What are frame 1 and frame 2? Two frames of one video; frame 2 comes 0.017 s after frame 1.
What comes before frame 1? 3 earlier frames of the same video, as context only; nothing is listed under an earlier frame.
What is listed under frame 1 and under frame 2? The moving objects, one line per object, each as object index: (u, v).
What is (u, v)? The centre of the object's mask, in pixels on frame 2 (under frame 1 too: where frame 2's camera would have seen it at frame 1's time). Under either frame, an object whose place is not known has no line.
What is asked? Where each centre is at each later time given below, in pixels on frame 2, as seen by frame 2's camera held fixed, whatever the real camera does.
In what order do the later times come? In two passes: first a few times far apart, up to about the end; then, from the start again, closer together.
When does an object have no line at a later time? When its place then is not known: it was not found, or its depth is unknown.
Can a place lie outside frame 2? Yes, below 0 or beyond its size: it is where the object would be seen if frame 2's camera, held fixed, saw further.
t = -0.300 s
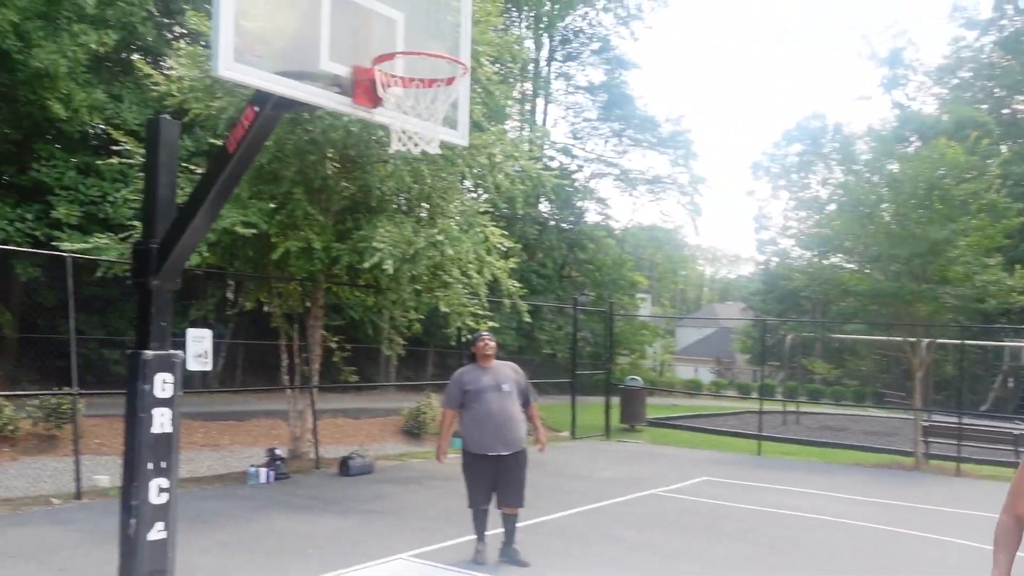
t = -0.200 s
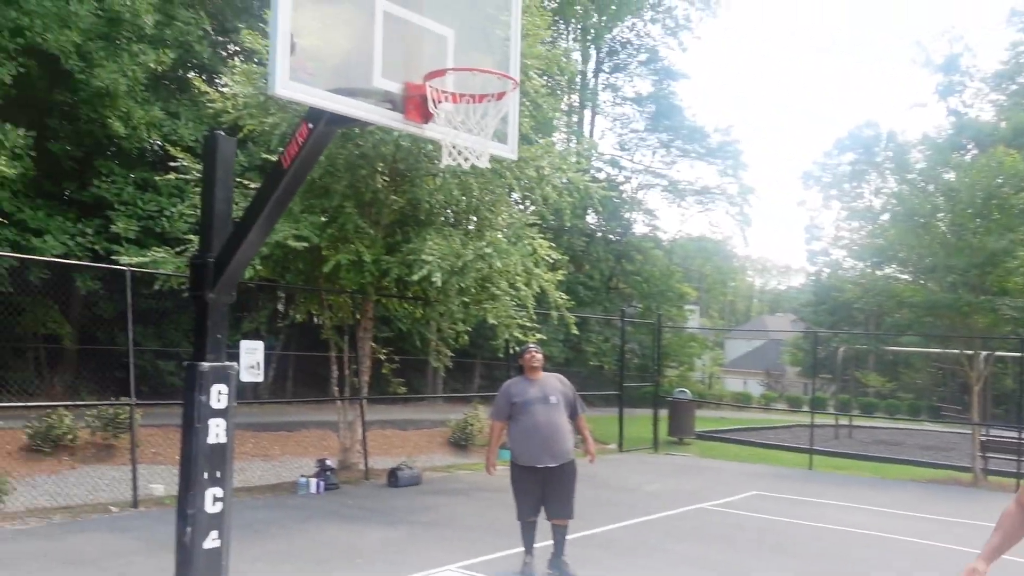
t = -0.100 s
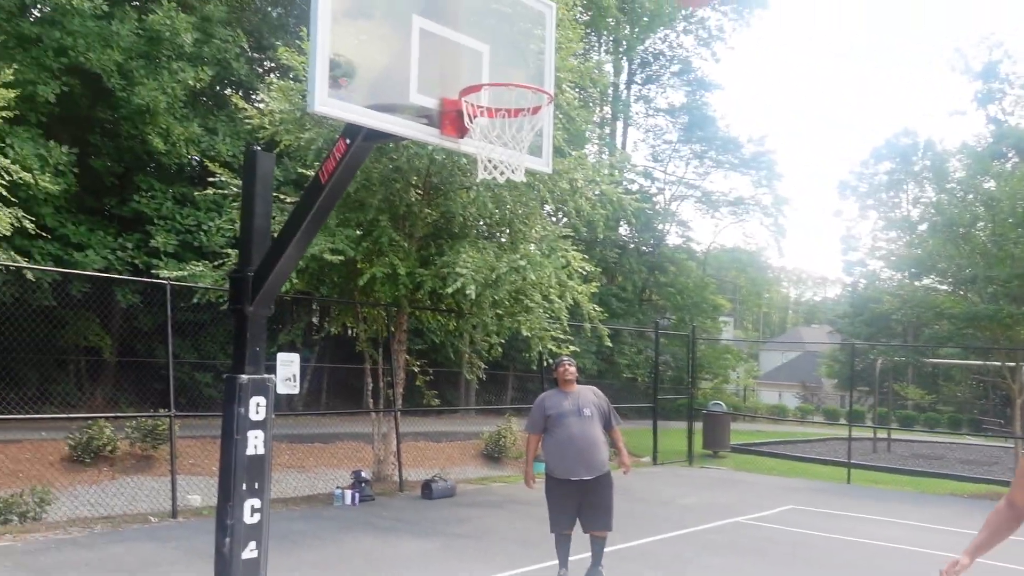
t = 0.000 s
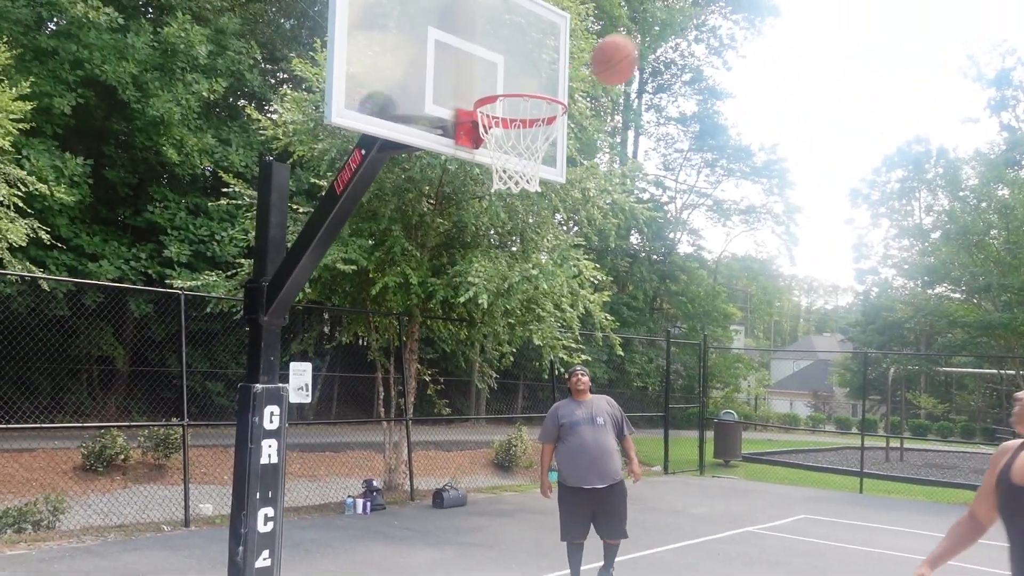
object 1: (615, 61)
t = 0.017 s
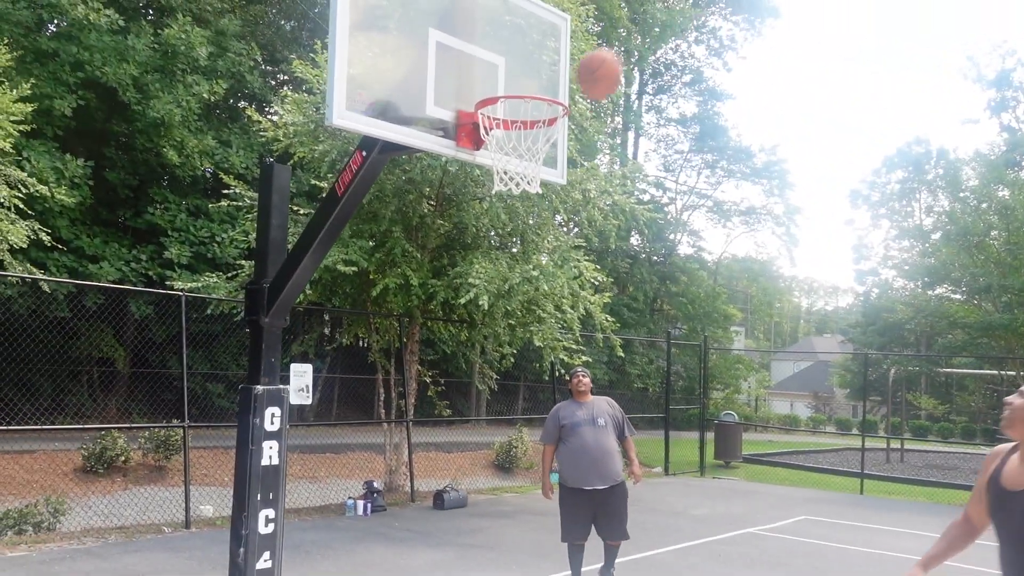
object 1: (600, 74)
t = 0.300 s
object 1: (834, 78)
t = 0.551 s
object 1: (1156, 211)
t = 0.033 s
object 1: (585, 87)
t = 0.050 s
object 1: (584, 92)
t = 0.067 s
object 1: (598, 88)
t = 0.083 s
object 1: (612, 85)
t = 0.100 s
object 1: (627, 81)
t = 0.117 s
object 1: (643, 76)
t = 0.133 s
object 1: (658, 75)
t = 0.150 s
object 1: (674, 72)
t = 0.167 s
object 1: (690, 71)
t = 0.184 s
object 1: (706, 70)
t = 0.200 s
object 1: (723, 70)
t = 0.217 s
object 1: (740, 69)
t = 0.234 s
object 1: (759, 69)
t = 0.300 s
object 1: (834, 78)
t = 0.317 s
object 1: (853, 82)
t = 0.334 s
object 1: (873, 86)
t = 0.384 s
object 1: (930, 102)
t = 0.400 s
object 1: (950, 108)
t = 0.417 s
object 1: (971, 115)
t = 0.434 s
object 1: (996, 126)
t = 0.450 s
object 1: (1018, 136)
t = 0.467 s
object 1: (1042, 146)
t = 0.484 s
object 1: (1066, 156)
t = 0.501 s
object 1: (1086, 168)
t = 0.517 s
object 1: (1110, 181)
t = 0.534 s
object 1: (1132, 196)
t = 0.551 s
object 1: (1156, 211)
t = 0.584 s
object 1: (1208, 246)
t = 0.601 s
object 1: (1234, 265)
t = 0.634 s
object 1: (1288, 306)
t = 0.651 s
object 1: (1315, 329)
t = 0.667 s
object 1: (1341, 351)
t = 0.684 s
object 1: (1368, 380)
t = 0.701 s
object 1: (1398, 407)
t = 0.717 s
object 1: (1432, 435)
